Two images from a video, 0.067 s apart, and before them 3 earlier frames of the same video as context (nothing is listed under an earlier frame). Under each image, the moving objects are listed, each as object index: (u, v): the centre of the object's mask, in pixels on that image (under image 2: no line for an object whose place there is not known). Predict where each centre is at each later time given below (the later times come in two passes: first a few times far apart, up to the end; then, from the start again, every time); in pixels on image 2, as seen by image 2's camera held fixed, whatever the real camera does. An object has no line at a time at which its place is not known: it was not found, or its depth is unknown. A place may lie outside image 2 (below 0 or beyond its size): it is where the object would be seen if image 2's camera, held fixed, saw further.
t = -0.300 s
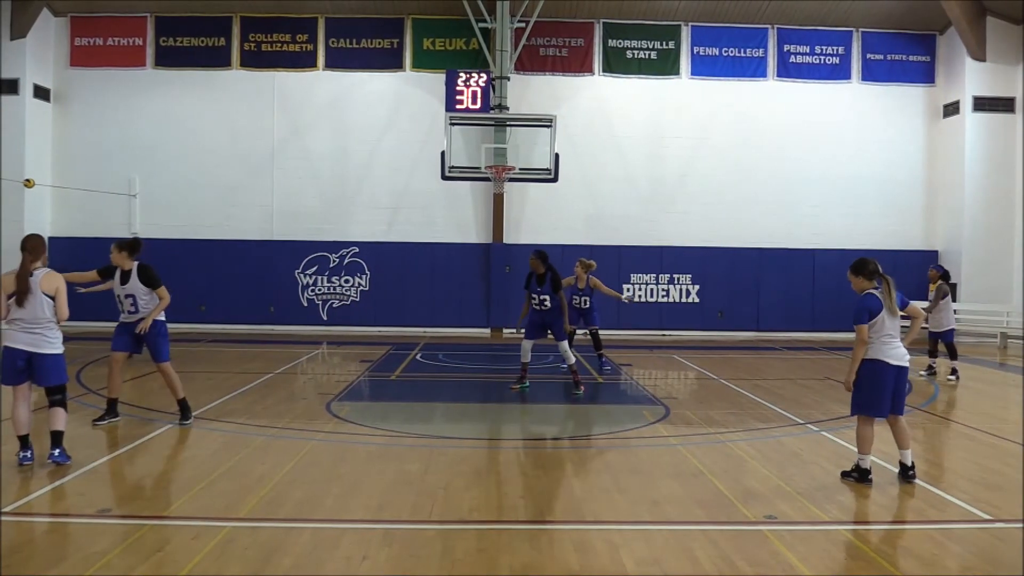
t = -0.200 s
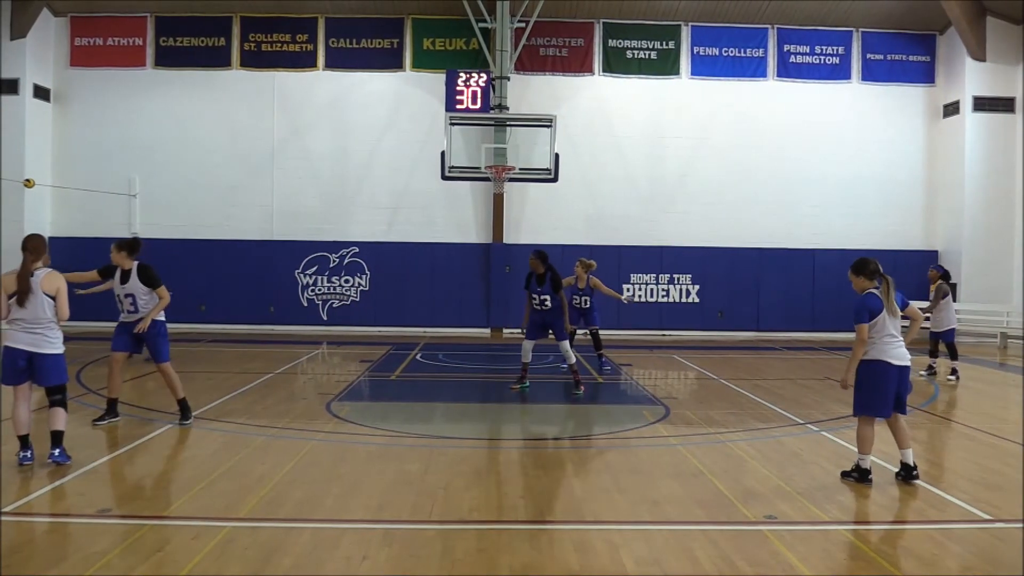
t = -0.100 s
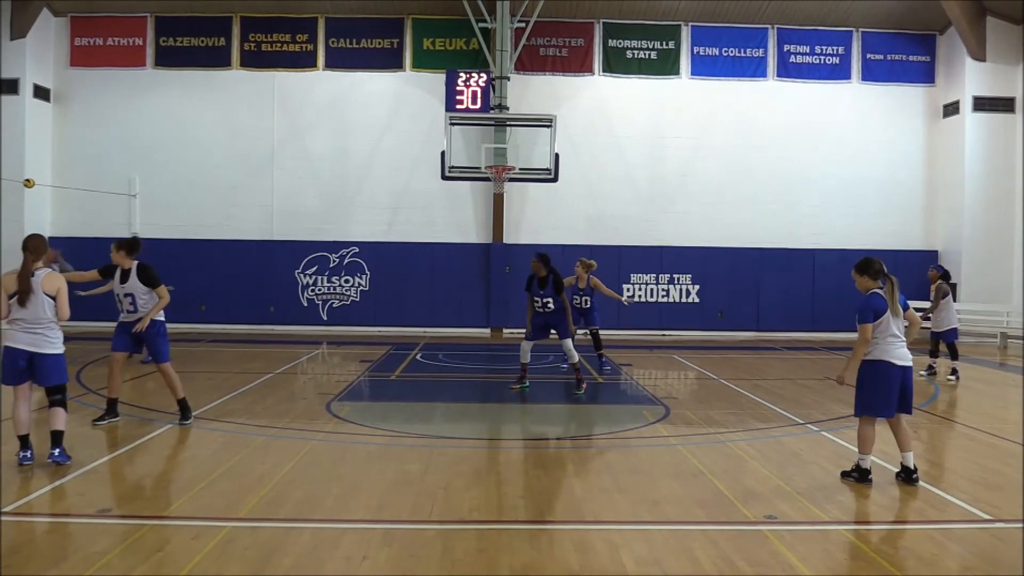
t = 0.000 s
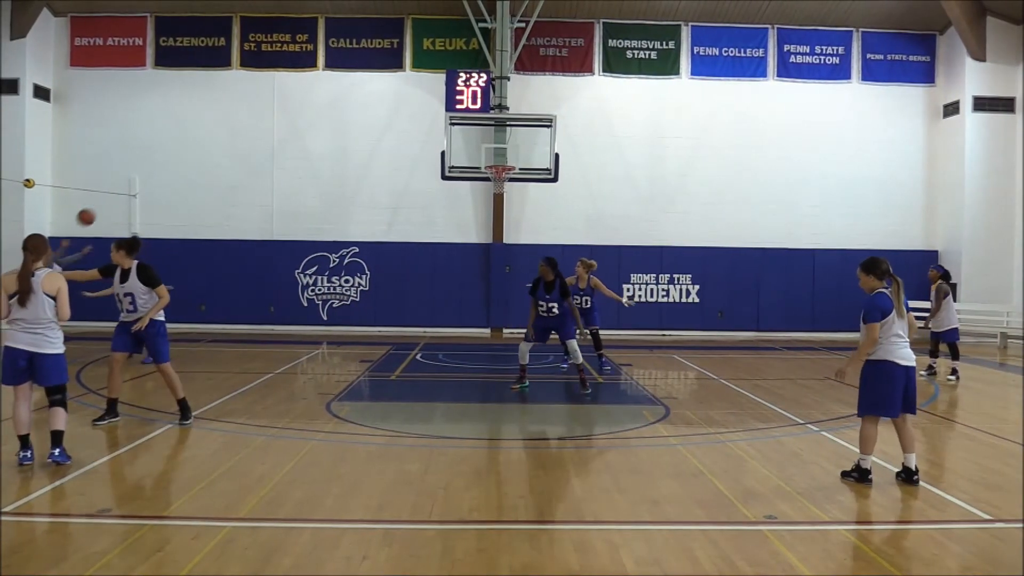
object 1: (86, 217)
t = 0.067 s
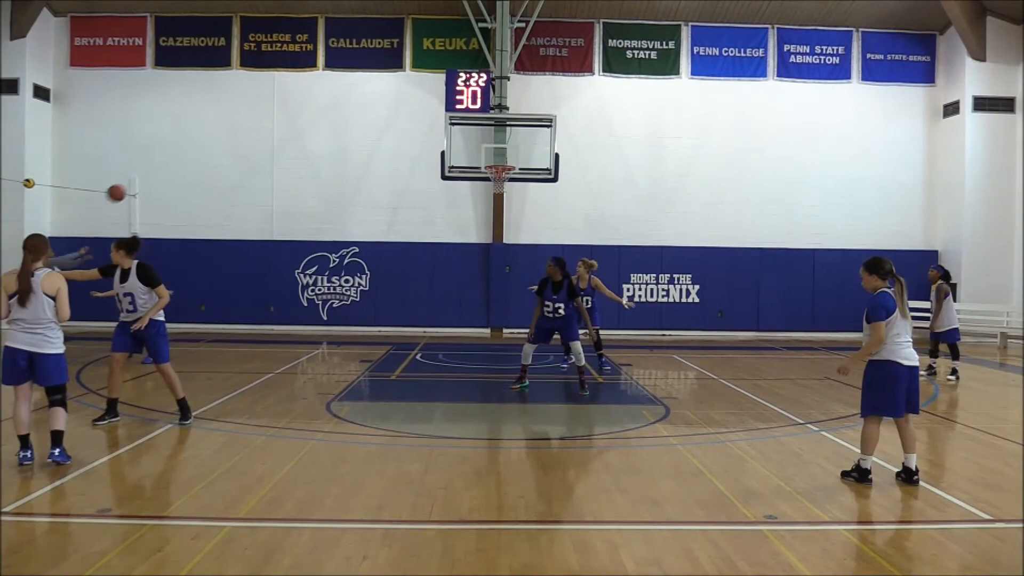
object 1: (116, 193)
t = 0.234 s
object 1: (199, 143)
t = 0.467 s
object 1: (334, 101)
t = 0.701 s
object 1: (501, 105)
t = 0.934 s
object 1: (703, 168)
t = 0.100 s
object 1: (132, 182)
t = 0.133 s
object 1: (148, 171)
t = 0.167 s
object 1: (165, 161)
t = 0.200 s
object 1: (182, 152)
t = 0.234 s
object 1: (199, 143)
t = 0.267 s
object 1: (217, 135)
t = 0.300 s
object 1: (235, 127)
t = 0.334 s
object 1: (254, 121)
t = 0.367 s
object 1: (273, 115)
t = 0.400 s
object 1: (293, 109)
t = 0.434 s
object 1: (314, 105)
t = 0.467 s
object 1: (334, 101)
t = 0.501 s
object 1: (356, 99)
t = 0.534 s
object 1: (379, 97)
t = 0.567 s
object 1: (402, 96)
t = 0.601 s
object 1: (426, 97)
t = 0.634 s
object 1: (447, 98)
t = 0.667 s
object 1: (476, 100)
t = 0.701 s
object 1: (501, 105)
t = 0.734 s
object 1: (529, 109)
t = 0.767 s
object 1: (555, 116)
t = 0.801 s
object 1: (582, 124)
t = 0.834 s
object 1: (611, 133)
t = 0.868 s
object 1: (641, 143)
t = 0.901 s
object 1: (671, 155)
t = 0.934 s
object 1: (703, 168)
